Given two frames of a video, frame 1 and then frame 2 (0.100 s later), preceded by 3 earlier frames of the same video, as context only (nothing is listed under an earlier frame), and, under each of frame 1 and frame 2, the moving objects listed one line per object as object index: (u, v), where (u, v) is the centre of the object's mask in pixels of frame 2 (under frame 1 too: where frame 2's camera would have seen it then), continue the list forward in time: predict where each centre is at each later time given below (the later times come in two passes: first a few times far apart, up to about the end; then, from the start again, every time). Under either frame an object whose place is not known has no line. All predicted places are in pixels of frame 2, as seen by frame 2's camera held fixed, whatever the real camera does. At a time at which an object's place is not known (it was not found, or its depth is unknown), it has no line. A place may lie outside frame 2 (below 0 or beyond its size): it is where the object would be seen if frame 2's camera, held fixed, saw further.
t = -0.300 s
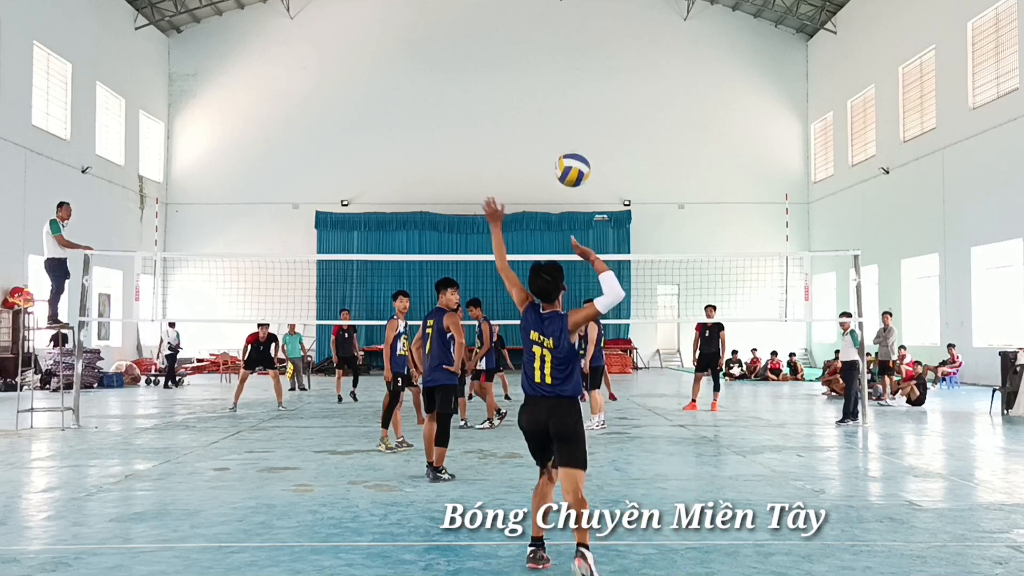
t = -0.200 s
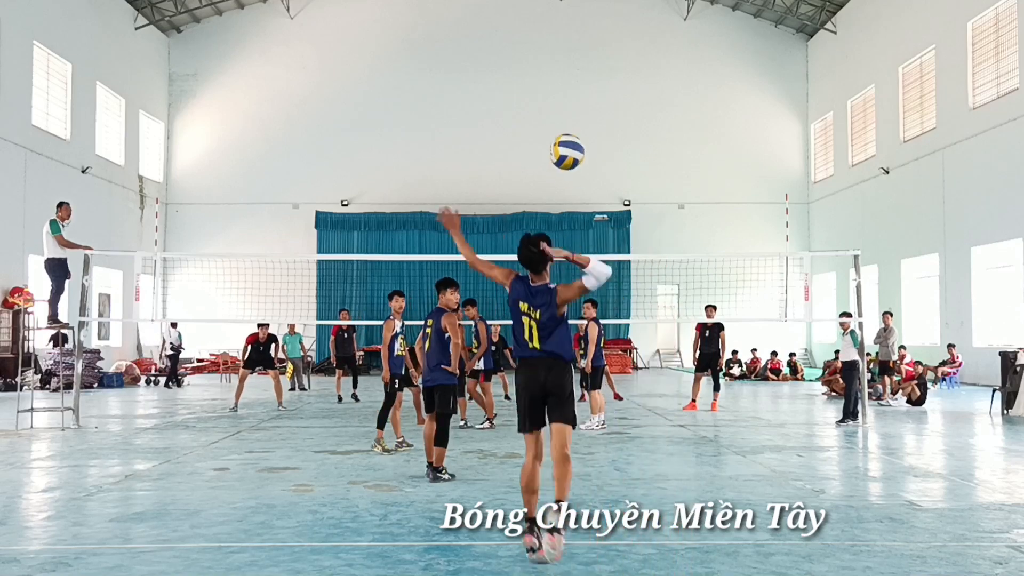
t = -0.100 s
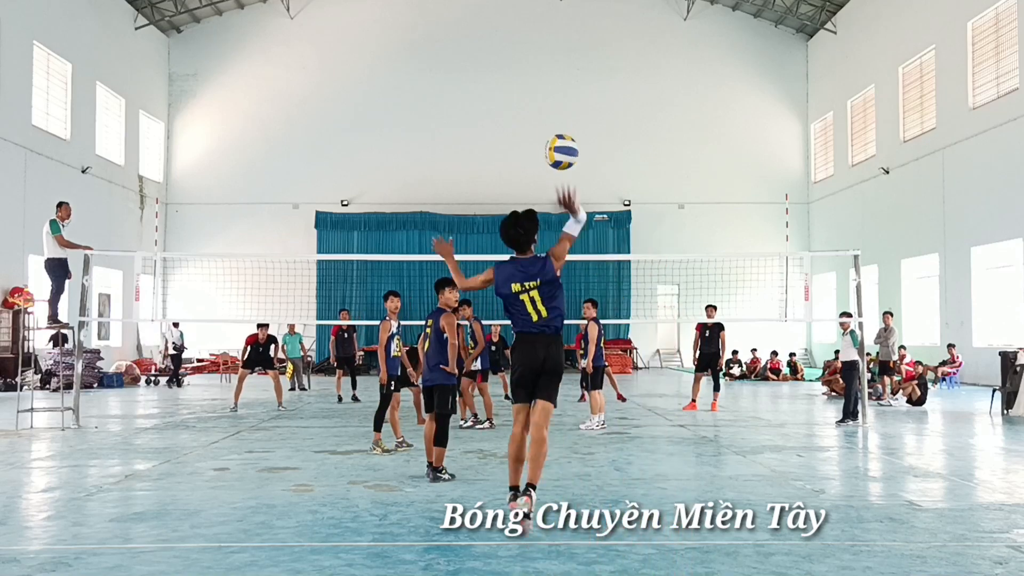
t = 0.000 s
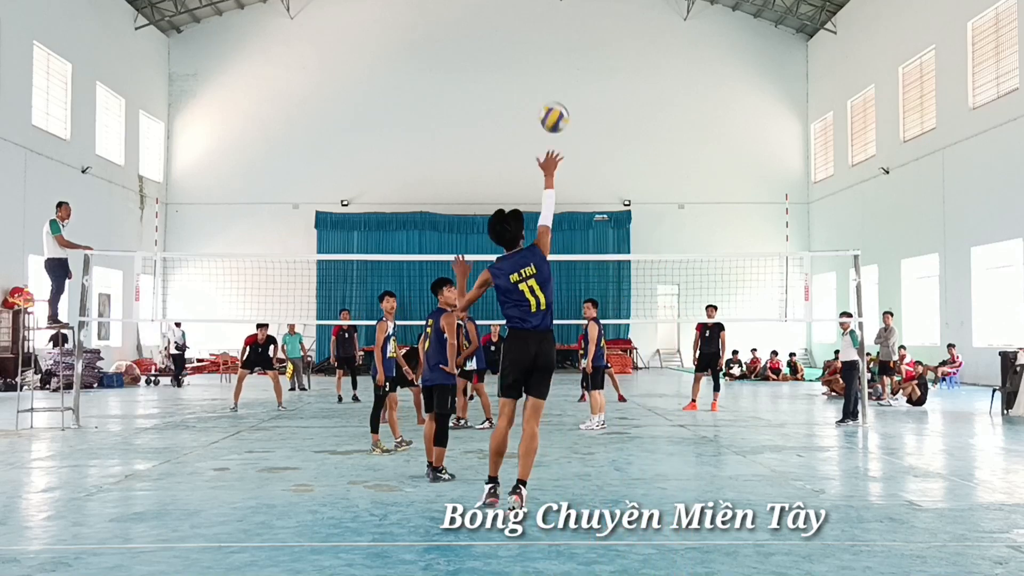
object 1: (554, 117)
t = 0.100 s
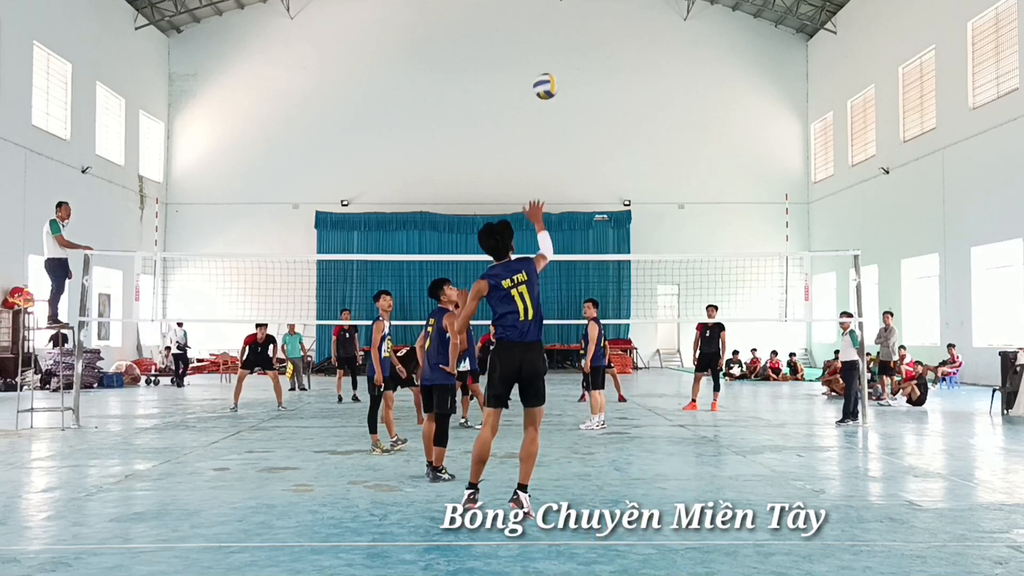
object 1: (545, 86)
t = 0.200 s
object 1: (537, 76)
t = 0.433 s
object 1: (520, 93)
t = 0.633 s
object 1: (510, 134)
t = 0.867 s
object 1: (502, 199)
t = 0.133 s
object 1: (543, 81)
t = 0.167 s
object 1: (540, 78)
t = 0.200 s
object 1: (537, 76)
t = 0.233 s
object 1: (535, 76)
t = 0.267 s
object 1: (533, 76)
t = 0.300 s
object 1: (530, 78)
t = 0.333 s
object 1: (527, 80)
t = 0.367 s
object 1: (525, 83)
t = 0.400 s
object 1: (521, 88)
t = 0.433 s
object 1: (520, 93)
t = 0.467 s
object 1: (518, 98)
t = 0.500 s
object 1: (516, 105)
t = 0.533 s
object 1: (514, 111)
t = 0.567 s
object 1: (513, 119)
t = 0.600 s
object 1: (511, 126)
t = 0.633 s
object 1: (510, 134)
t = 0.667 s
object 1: (508, 142)
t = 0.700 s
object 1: (506, 151)
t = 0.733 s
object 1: (505, 160)
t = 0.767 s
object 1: (504, 169)
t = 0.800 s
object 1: (504, 179)
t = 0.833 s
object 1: (503, 188)
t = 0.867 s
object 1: (502, 199)
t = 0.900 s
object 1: (501, 210)
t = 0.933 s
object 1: (500, 220)
